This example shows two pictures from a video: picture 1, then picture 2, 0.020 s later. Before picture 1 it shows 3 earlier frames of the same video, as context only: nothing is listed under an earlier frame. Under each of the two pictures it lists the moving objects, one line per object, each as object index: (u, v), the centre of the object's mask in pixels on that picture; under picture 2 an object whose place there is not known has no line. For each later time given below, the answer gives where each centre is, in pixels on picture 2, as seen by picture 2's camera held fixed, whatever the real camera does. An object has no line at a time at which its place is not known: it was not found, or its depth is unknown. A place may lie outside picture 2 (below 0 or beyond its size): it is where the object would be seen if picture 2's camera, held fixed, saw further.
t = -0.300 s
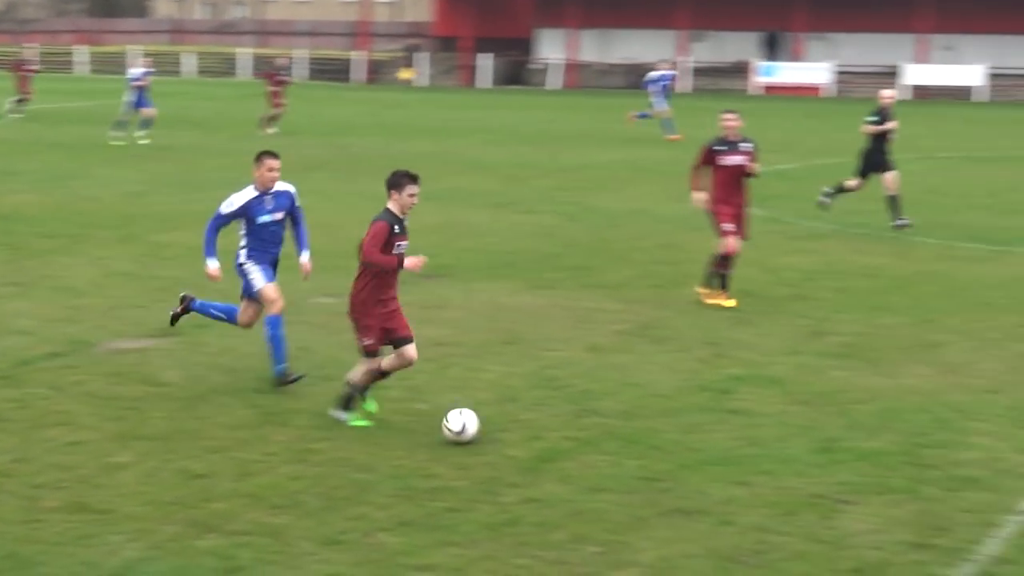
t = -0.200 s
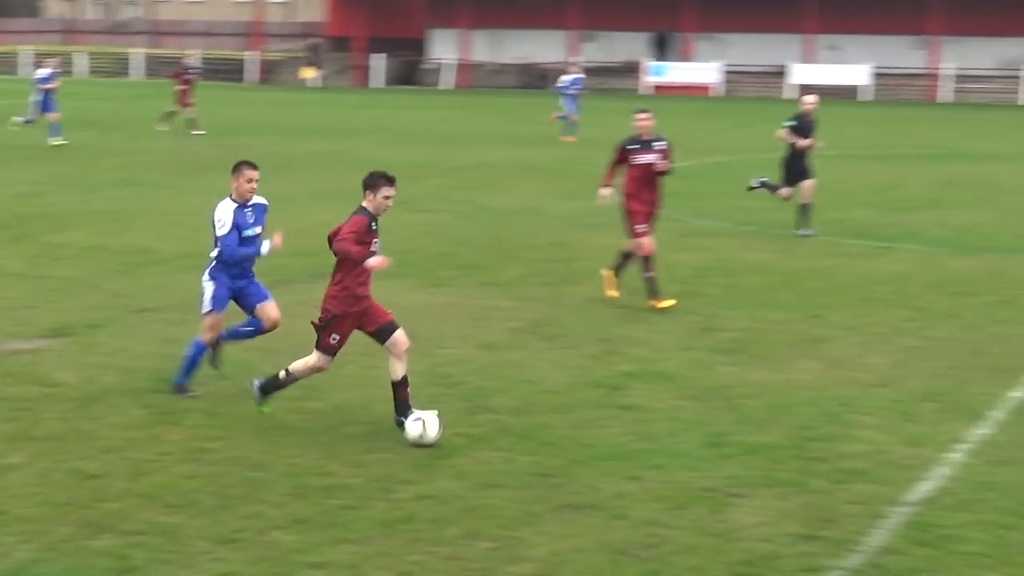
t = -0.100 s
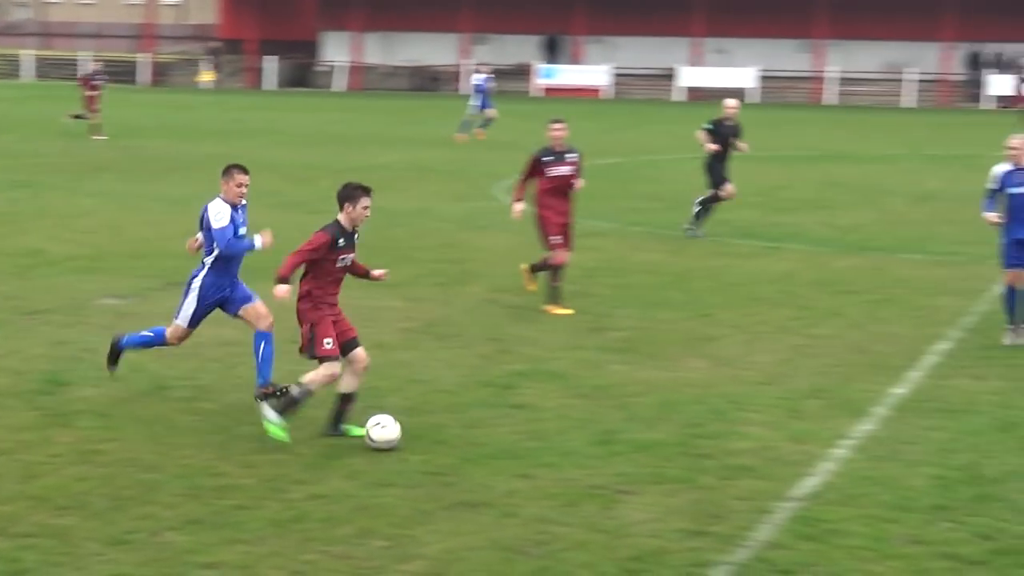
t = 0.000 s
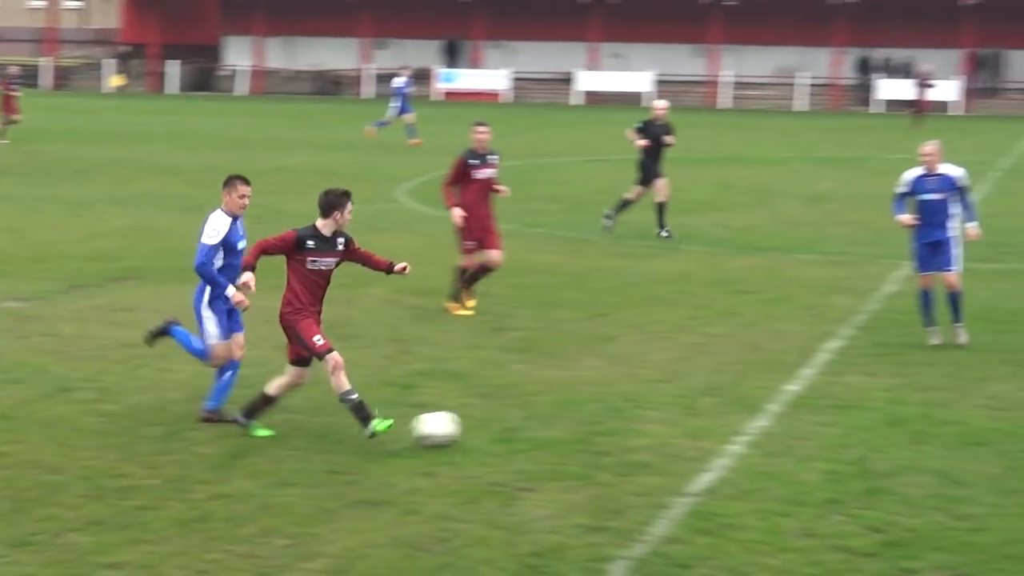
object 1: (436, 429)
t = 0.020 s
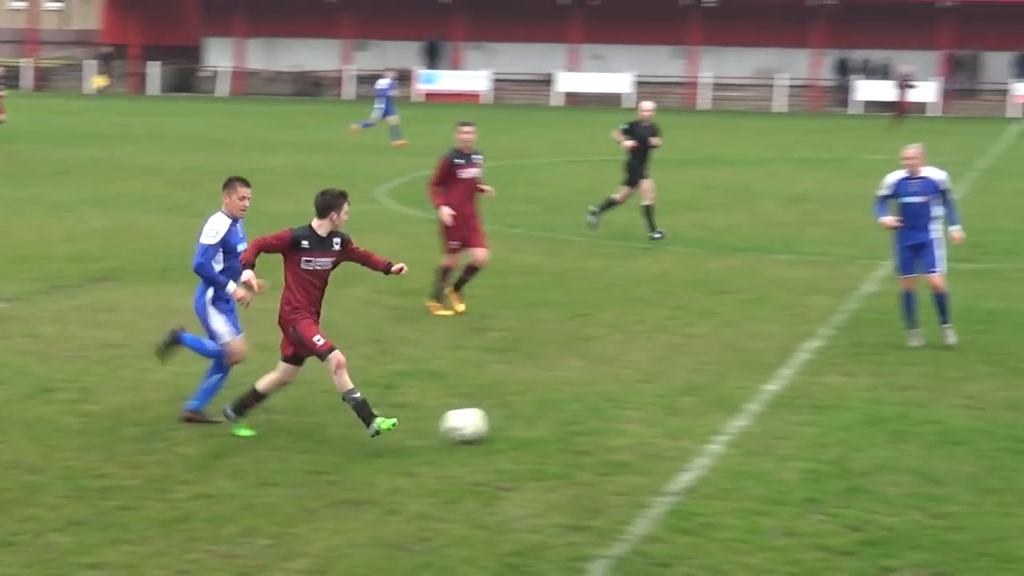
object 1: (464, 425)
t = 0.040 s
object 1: (511, 422)
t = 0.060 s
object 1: (555, 419)
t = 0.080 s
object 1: (602, 415)
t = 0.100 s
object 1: (646, 416)
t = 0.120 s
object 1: (691, 417)
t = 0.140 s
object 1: (736, 416)
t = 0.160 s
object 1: (778, 413)
